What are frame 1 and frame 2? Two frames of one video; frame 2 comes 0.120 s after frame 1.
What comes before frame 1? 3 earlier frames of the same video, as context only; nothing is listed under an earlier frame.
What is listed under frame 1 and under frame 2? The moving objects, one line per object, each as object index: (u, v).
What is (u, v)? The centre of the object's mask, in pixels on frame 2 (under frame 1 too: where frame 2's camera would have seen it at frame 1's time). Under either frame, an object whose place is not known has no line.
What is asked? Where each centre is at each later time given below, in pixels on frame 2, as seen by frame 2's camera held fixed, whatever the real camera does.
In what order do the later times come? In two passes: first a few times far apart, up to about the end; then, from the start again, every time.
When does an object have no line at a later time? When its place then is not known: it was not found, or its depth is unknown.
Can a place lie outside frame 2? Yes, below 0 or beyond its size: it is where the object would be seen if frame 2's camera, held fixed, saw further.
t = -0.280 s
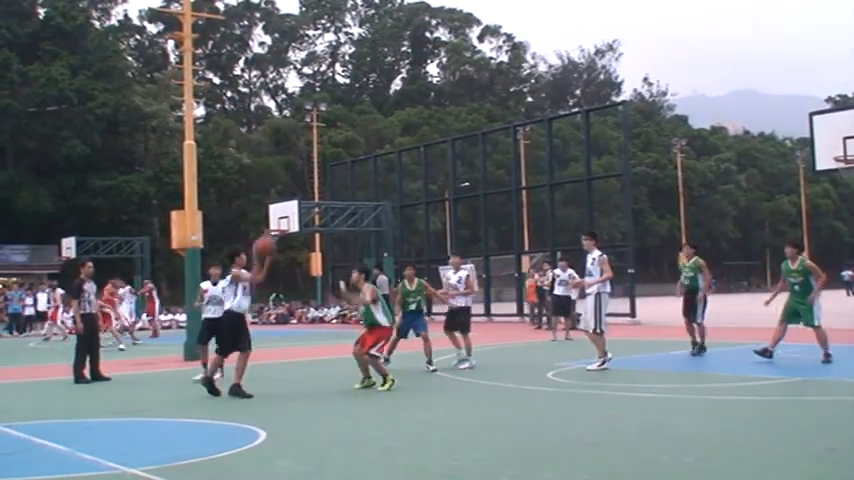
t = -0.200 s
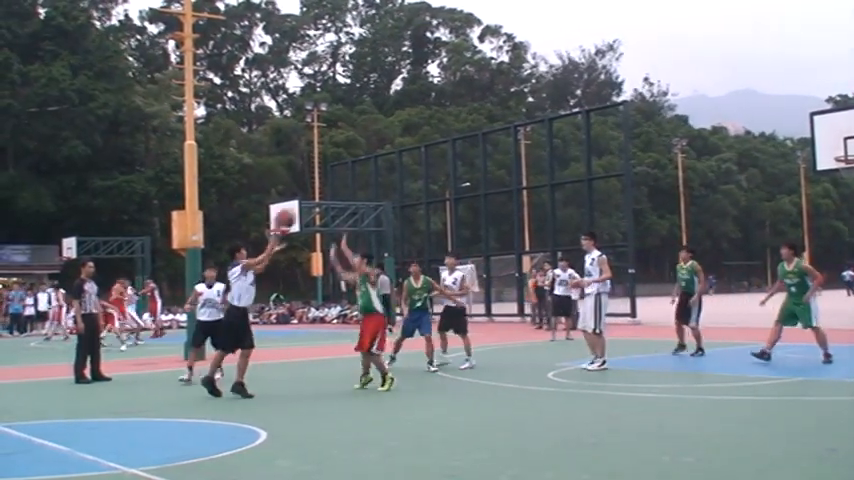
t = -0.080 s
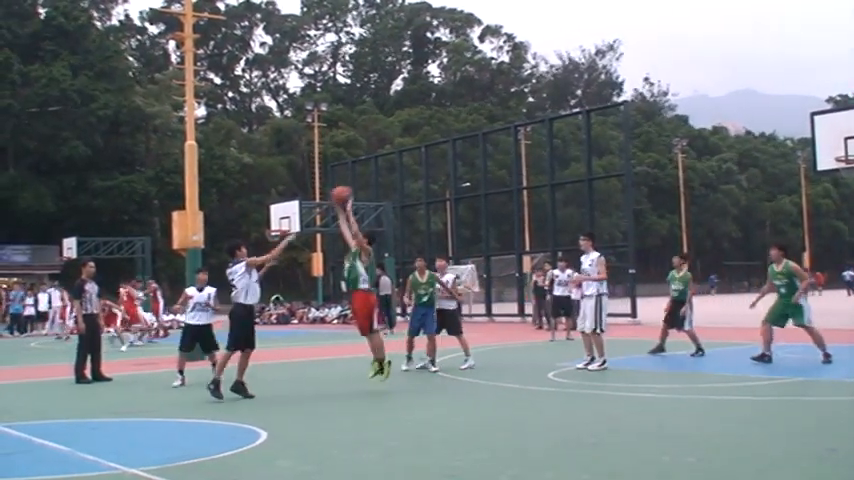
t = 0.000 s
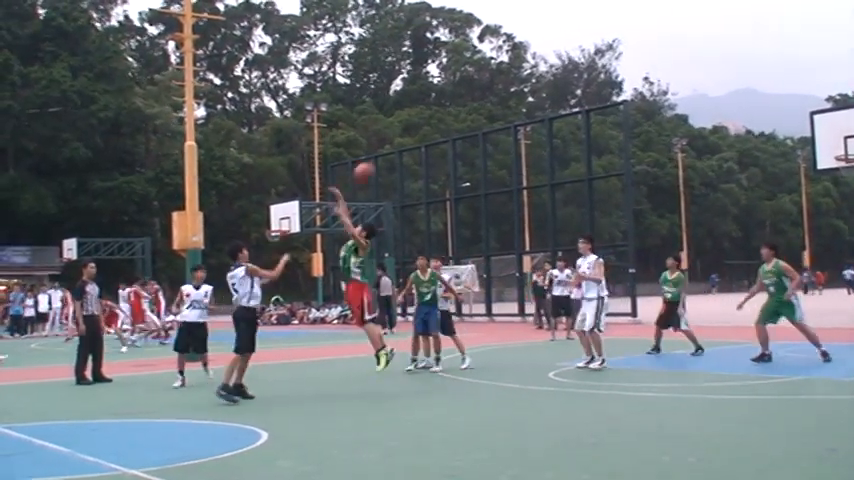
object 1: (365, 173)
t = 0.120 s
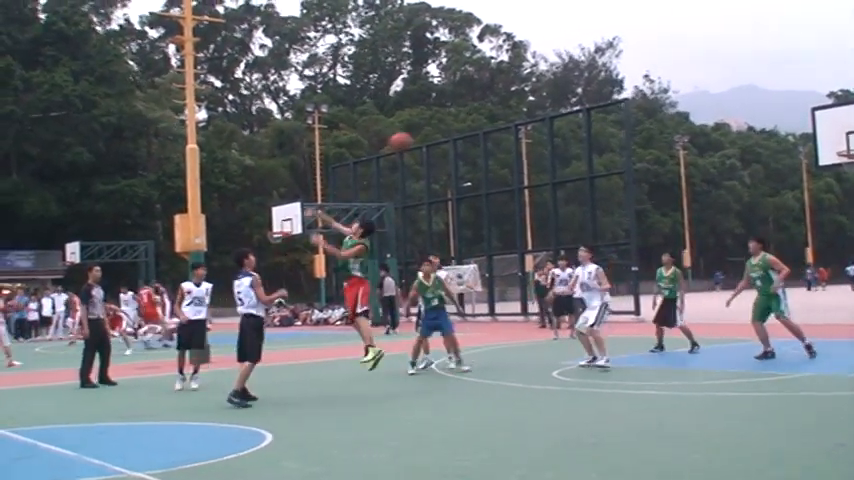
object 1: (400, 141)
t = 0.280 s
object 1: (448, 118)
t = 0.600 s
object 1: (562, 134)
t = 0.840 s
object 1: (662, 216)
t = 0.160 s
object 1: (412, 133)
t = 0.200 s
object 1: (423, 127)
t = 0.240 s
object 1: (437, 121)
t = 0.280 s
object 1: (448, 118)
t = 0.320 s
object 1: (462, 115)
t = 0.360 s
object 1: (475, 113)
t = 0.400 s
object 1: (489, 113)
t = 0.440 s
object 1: (503, 114)
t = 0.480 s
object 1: (518, 117)
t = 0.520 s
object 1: (532, 121)
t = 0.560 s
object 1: (547, 127)
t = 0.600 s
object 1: (562, 134)
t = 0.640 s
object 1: (578, 143)
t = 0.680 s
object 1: (594, 154)
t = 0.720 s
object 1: (610, 166)
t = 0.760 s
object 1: (627, 181)
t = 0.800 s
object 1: (644, 197)
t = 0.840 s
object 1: (662, 216)
